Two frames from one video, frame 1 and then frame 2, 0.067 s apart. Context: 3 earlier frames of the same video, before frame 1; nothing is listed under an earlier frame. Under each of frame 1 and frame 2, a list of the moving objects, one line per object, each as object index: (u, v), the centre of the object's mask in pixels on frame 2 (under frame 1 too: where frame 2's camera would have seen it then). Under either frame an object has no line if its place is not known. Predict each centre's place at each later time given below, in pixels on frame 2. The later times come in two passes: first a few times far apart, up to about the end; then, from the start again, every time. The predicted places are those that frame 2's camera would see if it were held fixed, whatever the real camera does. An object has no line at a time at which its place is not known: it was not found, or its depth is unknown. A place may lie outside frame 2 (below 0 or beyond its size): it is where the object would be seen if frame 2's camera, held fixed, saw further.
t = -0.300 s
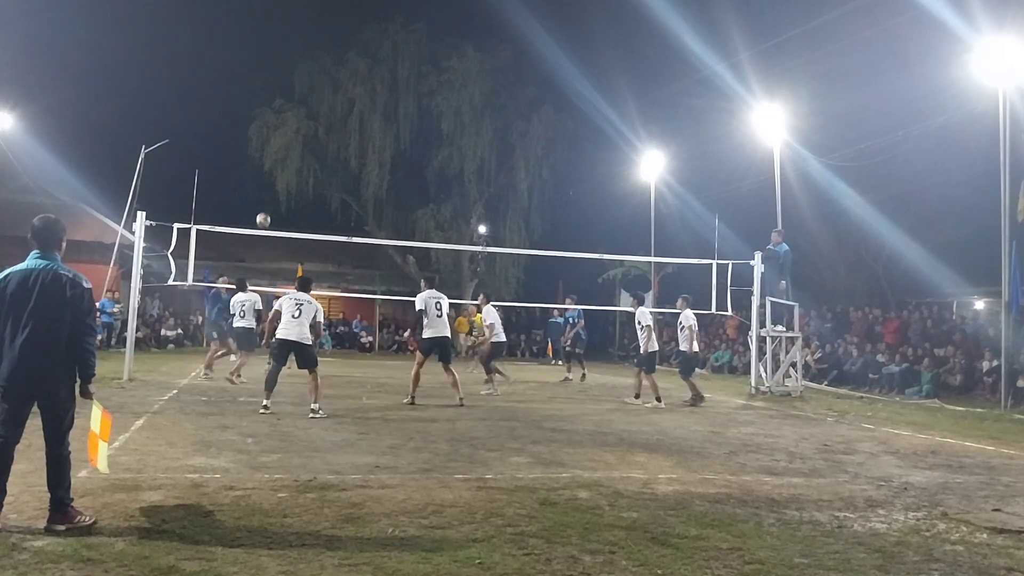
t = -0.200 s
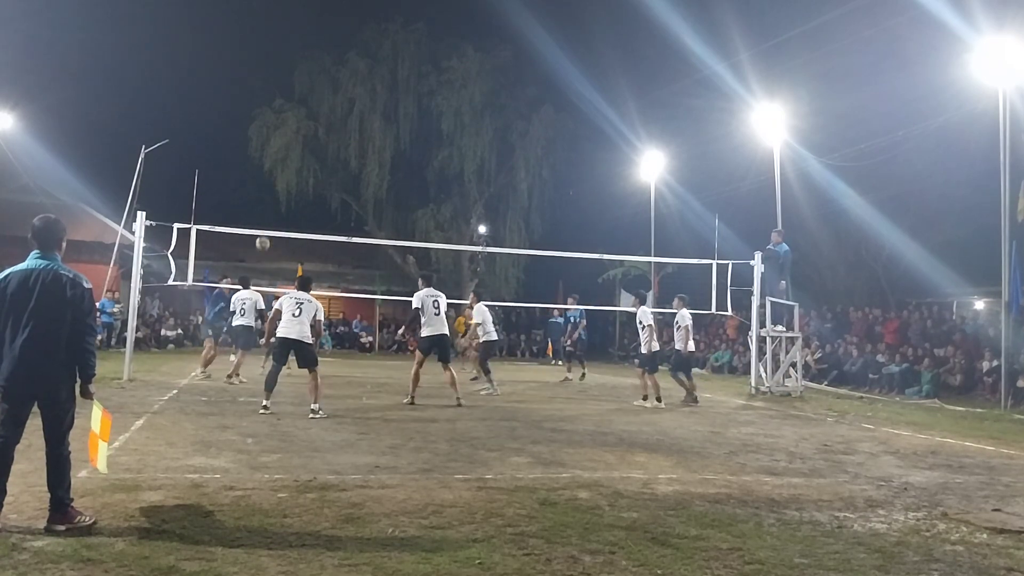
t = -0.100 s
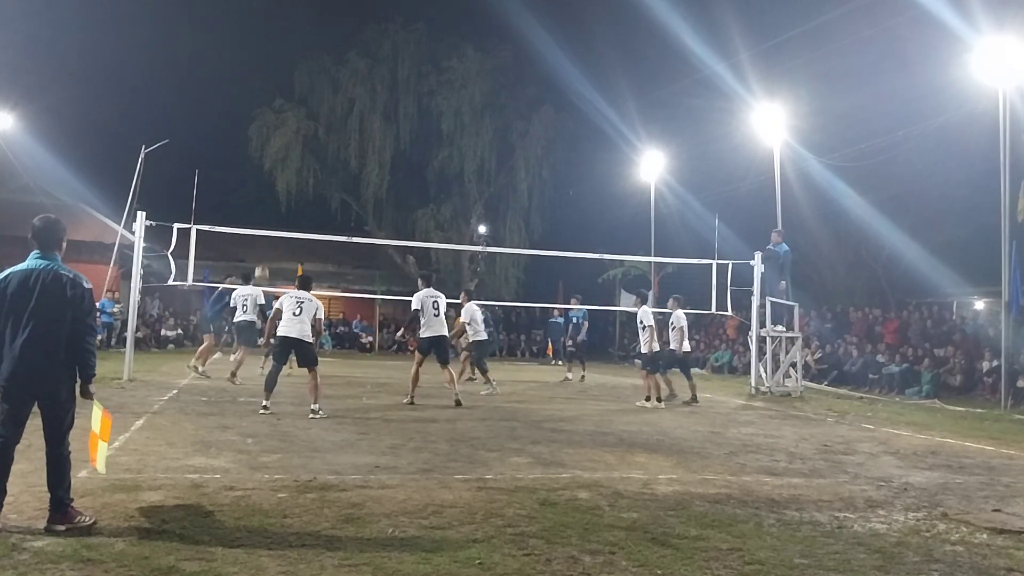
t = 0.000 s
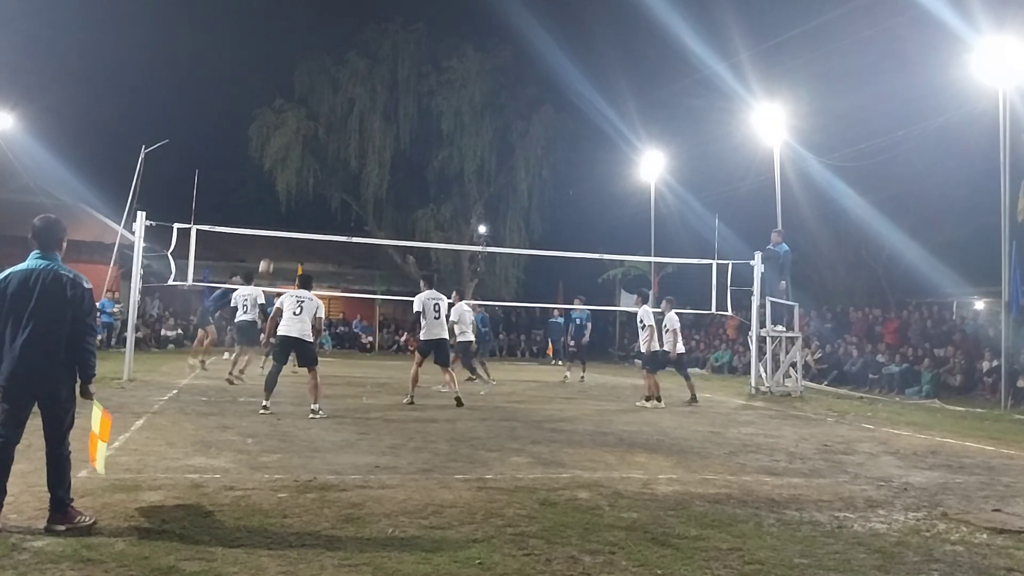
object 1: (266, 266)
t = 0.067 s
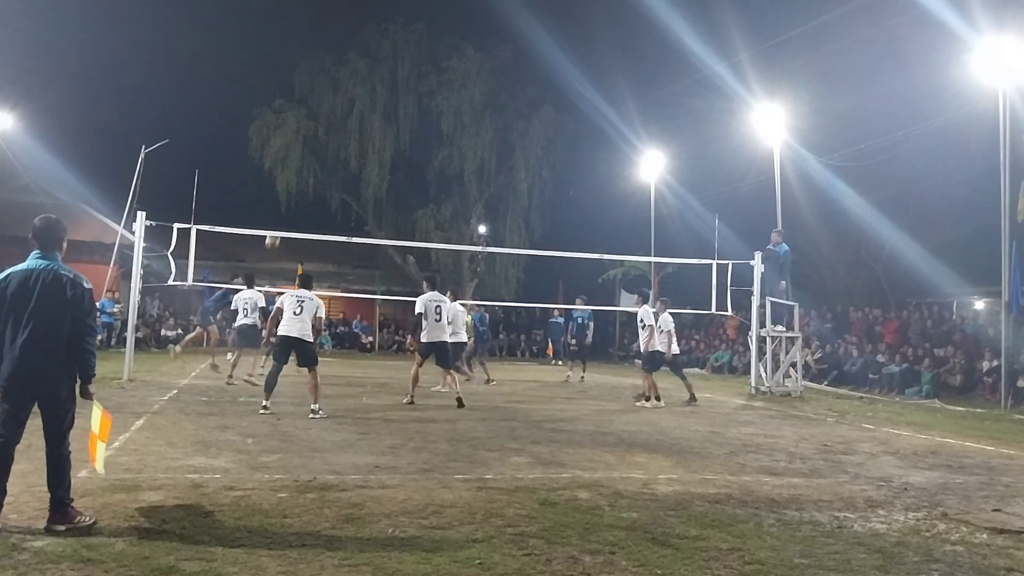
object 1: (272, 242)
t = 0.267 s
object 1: (292, 173)
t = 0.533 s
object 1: (316, 121)
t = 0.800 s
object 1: (339, 110)
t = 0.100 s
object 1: (276, 225)
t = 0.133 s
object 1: (279, 215)
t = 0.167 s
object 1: (282, 204)
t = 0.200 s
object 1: (285, 194)
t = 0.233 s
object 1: (289, 183)
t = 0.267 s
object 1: (292, 173)
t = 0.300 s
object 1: (295, 164)
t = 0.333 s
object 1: (298, 156)
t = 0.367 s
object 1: (301, 148)
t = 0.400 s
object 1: (304, 142)
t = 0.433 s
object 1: (307, 135)
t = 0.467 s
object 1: (310, 130)
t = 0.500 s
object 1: (313, 125)
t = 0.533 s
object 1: (316, 121)
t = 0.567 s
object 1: (319, 117)
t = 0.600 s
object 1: (322, 114)
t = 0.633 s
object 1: (325, 112)
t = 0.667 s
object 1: (328, 110)
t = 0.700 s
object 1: (331, 109)
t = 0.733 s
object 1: (333, 109)
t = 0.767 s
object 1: (336, 109)
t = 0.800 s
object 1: (339, 110)
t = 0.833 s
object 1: (342, 111)
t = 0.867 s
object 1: (345, 114)
